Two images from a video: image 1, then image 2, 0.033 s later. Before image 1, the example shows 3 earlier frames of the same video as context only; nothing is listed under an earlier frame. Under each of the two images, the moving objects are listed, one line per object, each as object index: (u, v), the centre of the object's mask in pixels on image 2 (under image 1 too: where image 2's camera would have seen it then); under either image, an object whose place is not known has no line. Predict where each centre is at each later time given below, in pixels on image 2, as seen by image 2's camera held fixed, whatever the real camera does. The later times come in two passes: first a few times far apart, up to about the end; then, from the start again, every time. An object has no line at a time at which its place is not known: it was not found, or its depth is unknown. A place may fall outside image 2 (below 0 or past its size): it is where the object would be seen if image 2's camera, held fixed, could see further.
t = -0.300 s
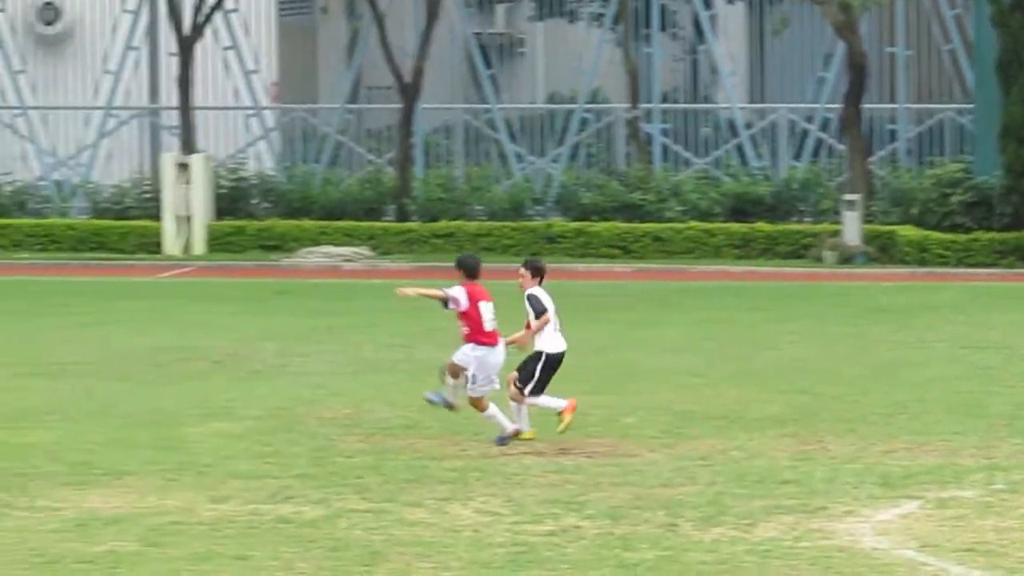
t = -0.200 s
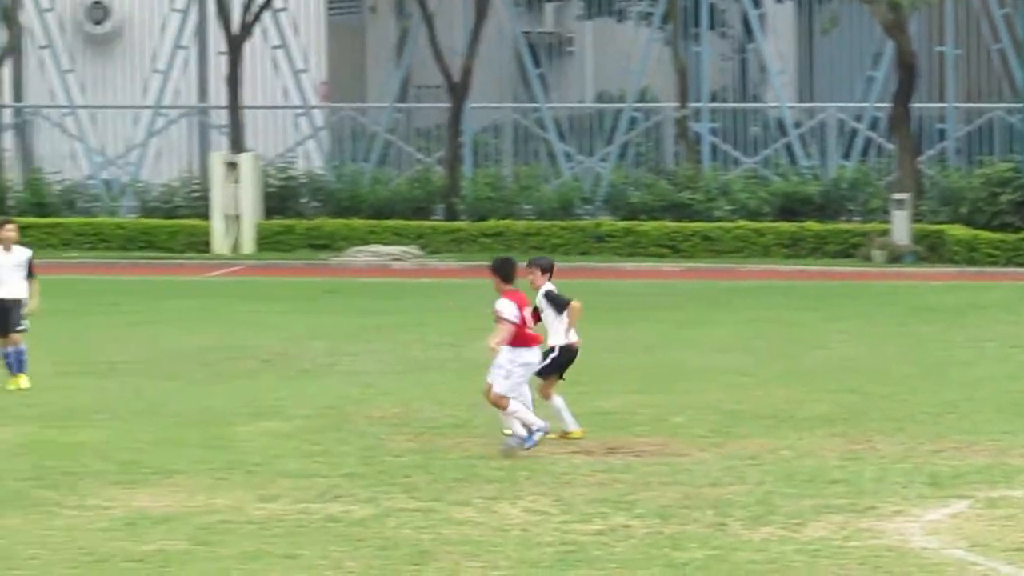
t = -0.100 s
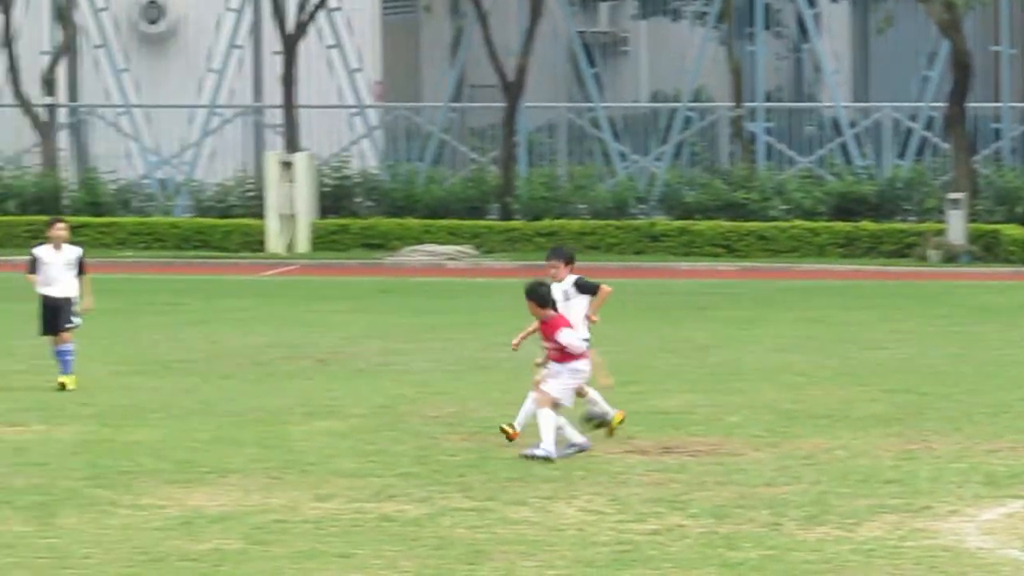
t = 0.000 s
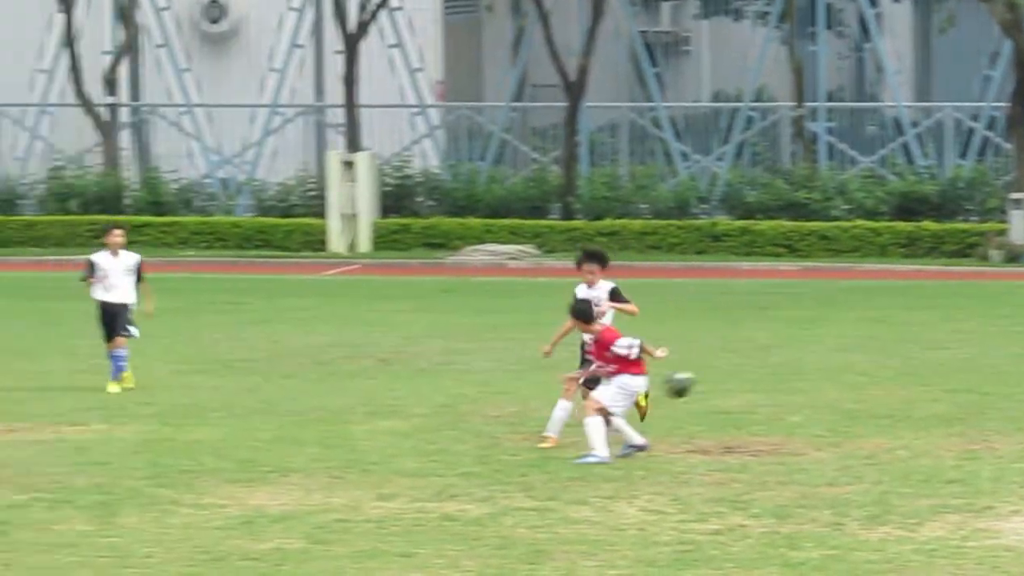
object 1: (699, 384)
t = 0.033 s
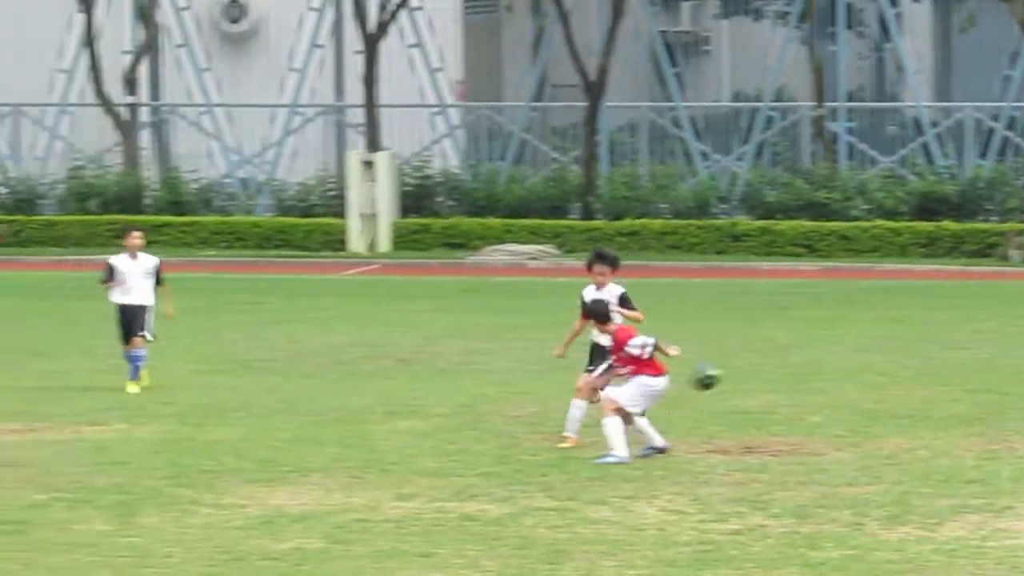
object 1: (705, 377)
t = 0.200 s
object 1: (742, 360)
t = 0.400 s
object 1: (787, 384)
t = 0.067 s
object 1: (712, 370)
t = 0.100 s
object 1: (719, 365)
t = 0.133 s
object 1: (727, 361)
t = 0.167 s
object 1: (736, 359)
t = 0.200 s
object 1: (742, 360)
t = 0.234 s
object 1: (749, 360)
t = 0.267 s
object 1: (757, 362)
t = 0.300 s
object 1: (766, 366)
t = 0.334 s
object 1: (773, 370)
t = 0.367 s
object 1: (780, 376)
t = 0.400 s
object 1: (787, 384)
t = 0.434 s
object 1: (795, 393)
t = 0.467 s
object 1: (802, 405)
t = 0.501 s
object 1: (808, 416)
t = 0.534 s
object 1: (817, 428)
